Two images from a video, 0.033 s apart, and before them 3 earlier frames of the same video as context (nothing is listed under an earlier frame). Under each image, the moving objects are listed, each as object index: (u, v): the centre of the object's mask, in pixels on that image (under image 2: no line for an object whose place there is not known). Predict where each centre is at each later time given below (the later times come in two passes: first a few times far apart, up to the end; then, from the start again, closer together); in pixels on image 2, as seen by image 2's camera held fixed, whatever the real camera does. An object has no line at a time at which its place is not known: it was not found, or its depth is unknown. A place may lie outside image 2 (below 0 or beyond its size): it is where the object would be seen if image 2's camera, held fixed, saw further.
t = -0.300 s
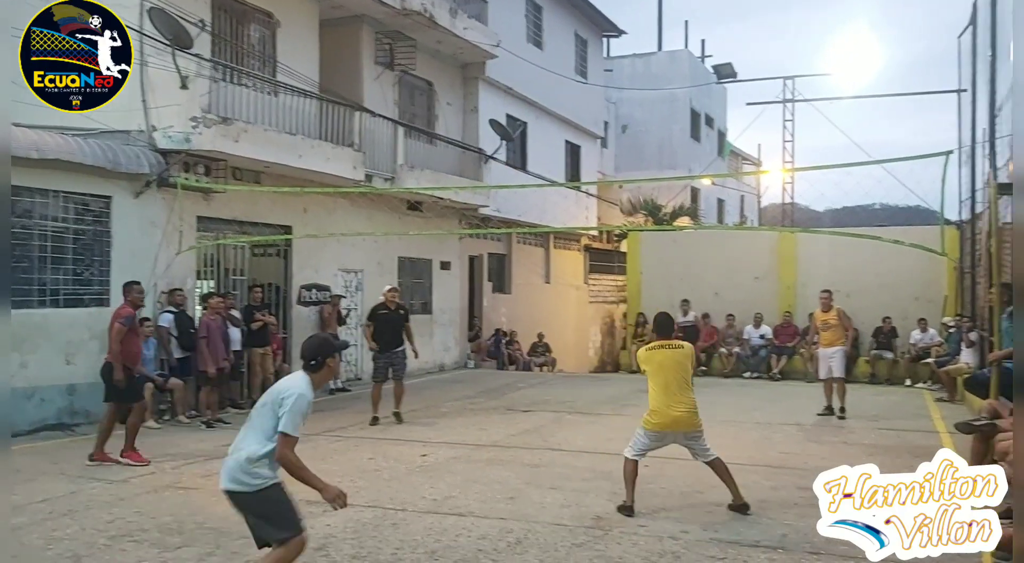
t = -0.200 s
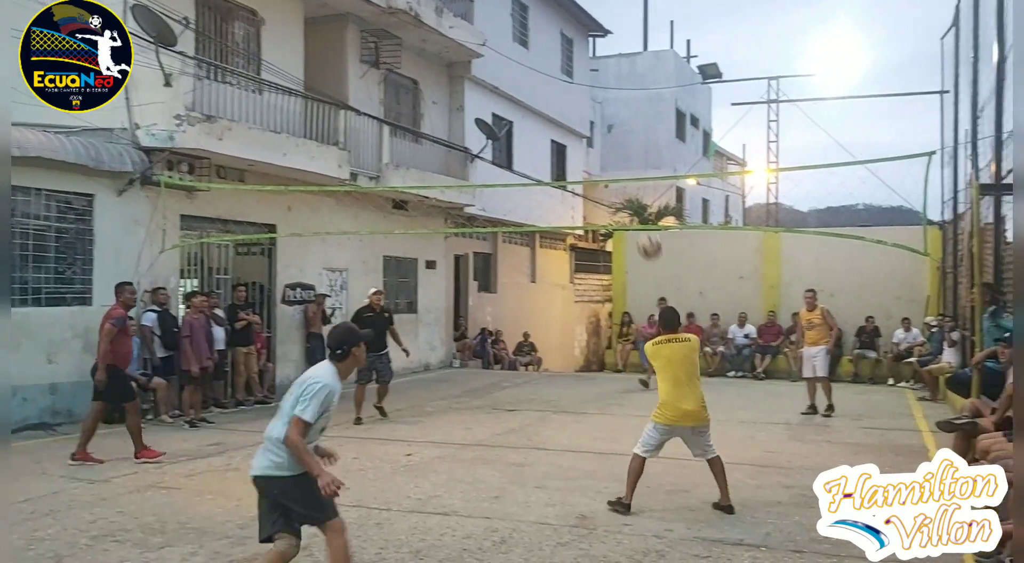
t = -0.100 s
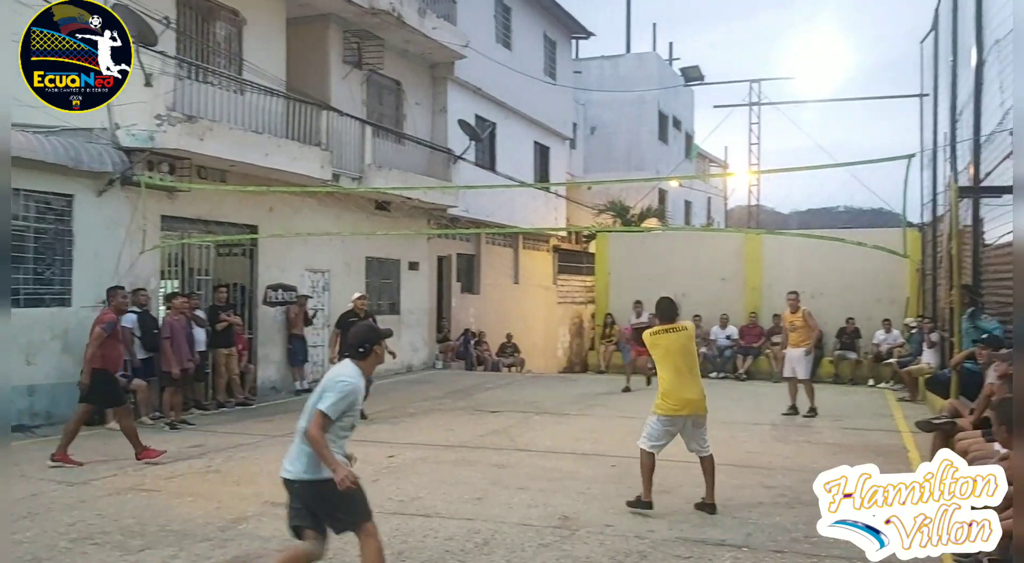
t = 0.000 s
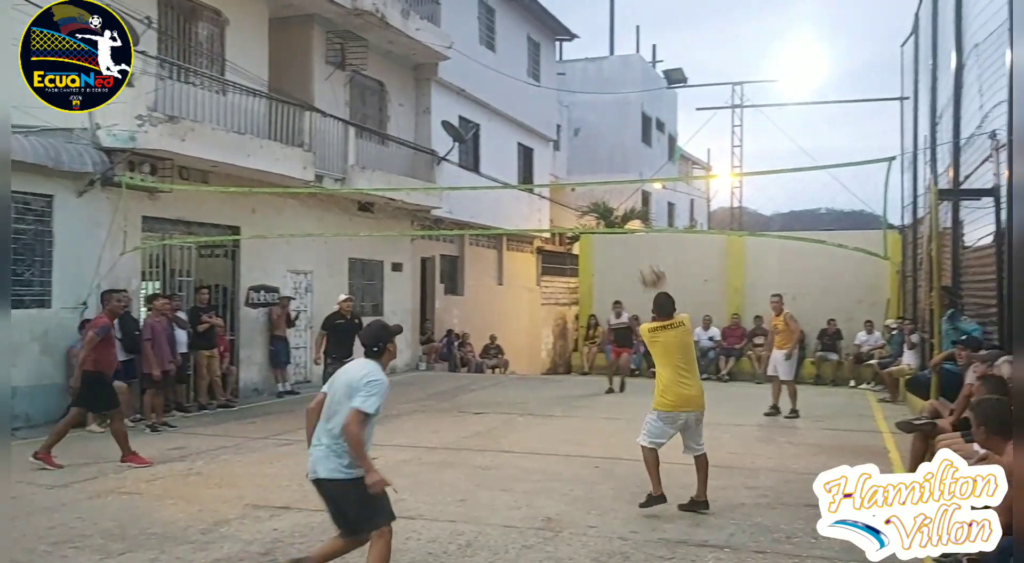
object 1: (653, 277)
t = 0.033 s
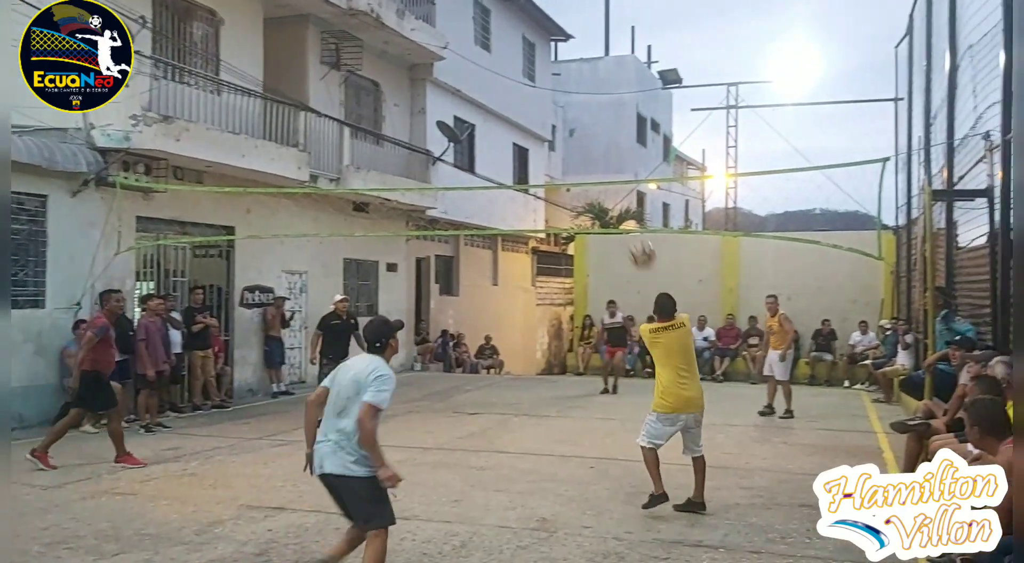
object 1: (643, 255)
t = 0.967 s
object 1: (503, 157)
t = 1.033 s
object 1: (493, 189)
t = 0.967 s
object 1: (503, 157)
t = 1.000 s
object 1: (498, 172)
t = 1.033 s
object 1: (493, 189)
